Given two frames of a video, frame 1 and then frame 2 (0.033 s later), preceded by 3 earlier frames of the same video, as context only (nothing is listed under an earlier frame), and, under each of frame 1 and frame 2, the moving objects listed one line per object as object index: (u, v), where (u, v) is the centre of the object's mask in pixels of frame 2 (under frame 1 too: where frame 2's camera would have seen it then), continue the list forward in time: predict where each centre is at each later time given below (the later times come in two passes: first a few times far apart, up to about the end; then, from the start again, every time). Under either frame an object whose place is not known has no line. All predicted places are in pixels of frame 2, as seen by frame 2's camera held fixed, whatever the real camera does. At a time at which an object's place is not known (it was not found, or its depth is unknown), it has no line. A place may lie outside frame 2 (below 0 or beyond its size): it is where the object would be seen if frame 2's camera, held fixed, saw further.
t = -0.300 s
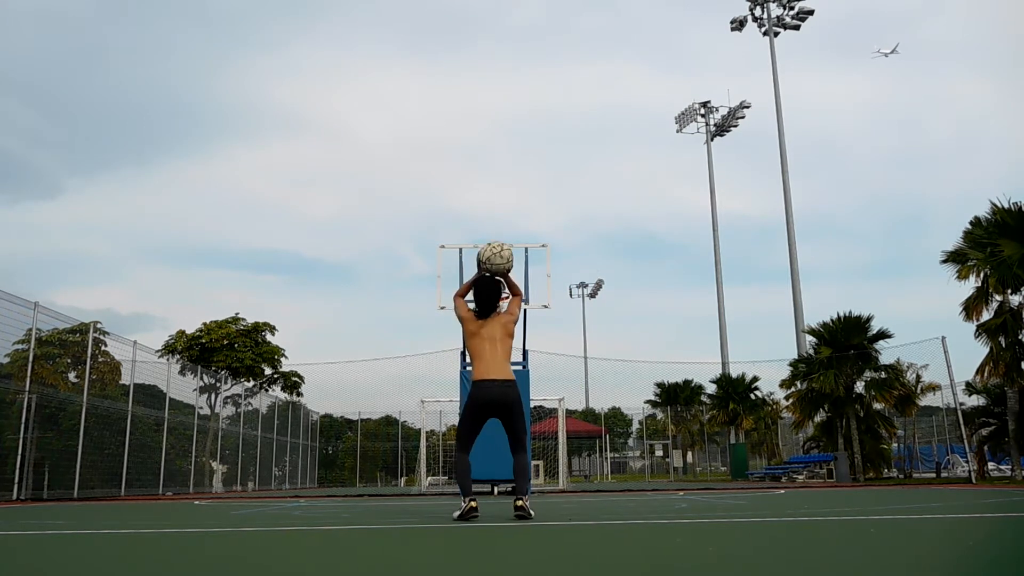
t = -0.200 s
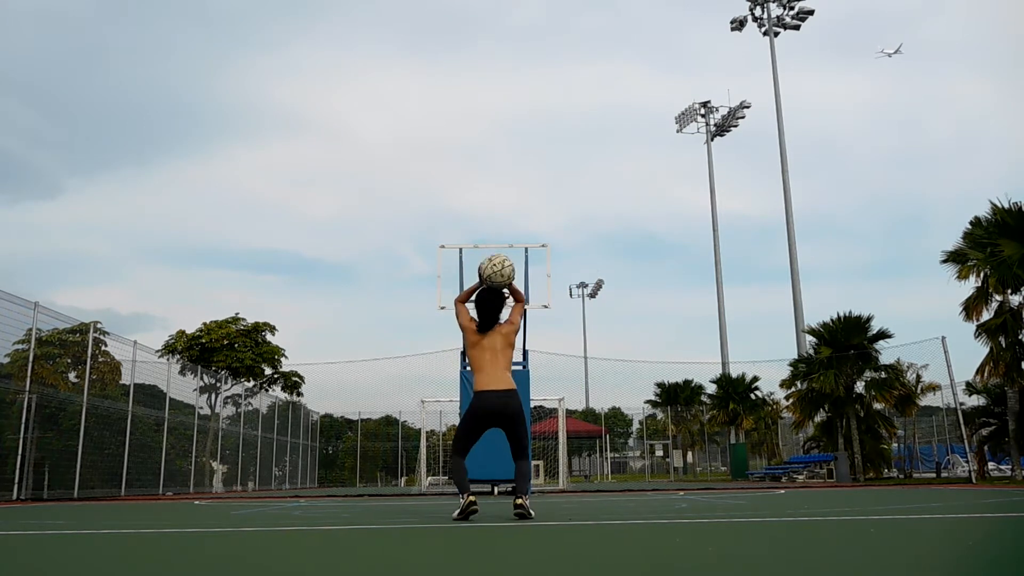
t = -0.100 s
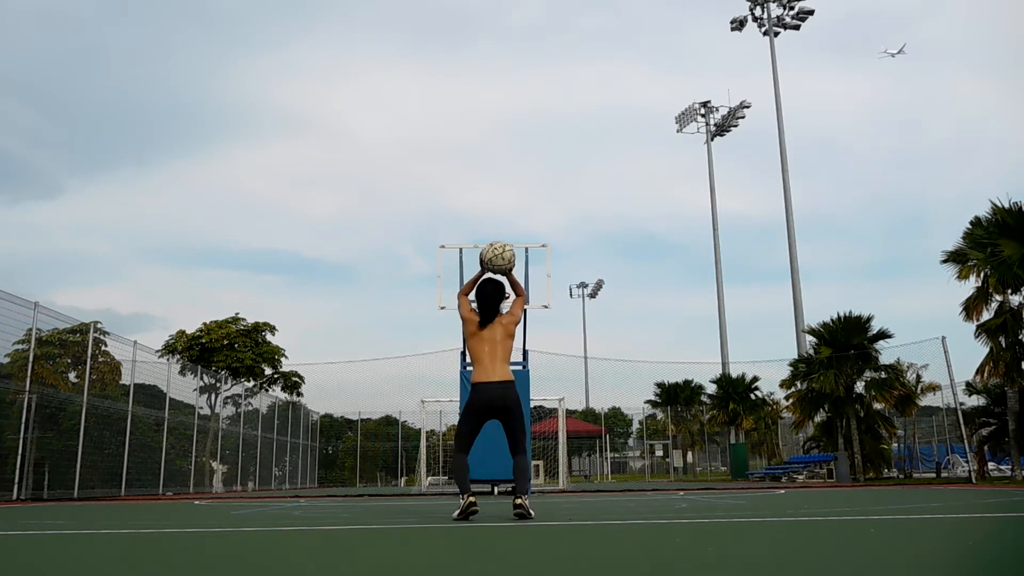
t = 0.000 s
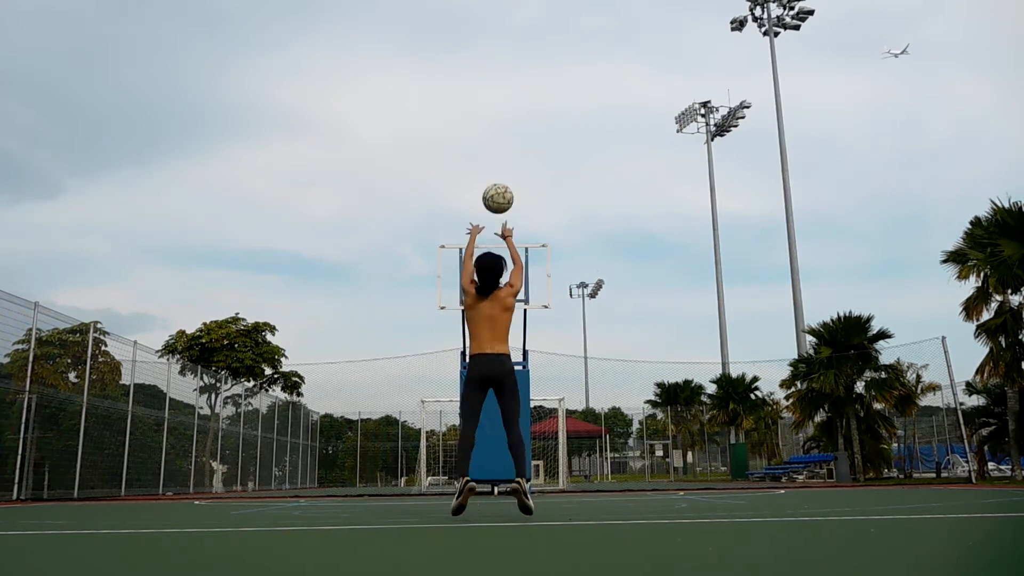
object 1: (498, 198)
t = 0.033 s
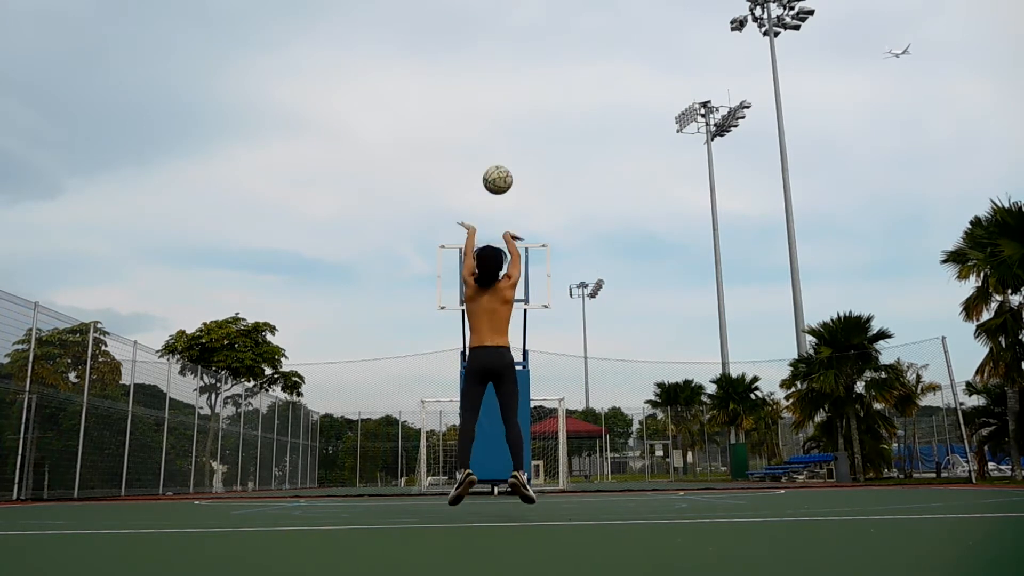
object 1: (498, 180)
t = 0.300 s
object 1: (498, 106)
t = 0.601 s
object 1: (500, 117)
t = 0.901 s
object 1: (500, 185)
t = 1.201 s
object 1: (501, 290)
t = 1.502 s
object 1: (414, 266)
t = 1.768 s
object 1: (323, 289)
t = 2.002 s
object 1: (231, 354)
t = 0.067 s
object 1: (497, 164)
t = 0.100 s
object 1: (497, 150)
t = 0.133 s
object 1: (497, 139)
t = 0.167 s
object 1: (497, 129)
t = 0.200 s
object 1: (497, 121)
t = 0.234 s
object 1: (497, 114)
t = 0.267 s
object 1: (498, 109)
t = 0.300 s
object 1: (498, 106)
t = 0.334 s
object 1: (498, 104)
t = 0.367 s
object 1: (499, 102)
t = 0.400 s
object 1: (499, 102)
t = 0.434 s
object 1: (499, 102)
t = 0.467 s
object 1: (499, 104)
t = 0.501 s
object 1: (499, 106)
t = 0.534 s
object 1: (500, 110)
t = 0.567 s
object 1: (499, 113)
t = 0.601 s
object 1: (500, 117)
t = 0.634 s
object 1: (500, 123)
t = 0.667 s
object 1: (500, 129)
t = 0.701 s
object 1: (500, 135)
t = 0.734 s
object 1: (500, 142)
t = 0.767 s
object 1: (500, 149)
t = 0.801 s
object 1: (500, 158)
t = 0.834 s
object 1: (500, 166)
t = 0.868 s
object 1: (500, 175)
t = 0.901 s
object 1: (500, 185)
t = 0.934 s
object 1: (500, 195)
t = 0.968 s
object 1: (500, 205)
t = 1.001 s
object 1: (500, 216)
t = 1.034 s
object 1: (501, 227)
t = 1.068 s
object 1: (500, 239)
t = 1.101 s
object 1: (501, 251)
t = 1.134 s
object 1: (501, 264)
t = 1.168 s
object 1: (501, 277)
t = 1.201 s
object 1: (501, 290)
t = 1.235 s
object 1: (494, 288)
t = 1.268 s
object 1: (484, 284)
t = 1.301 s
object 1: (474, 280)
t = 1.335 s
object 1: (465, 275)
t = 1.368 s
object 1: (454, 272)
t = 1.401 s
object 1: (445, 270)
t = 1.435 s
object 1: (435, 268)
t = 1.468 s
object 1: (424, 267)
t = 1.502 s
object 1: (414, 266)
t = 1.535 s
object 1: (403, 266)
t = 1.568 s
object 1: (392, 267)
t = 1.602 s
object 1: (381, 269)
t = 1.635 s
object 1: (370, 271)
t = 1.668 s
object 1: (359, 274)
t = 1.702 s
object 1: (347, 278)
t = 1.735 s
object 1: (335, 284)
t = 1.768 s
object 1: (323, 289)
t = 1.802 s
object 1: (311, 296)
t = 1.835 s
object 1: (298, 303)
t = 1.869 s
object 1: (285, 311)
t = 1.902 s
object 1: (272, 321)
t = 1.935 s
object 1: (259, 330)
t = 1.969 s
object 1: (244, 342)
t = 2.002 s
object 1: (231, 354)
